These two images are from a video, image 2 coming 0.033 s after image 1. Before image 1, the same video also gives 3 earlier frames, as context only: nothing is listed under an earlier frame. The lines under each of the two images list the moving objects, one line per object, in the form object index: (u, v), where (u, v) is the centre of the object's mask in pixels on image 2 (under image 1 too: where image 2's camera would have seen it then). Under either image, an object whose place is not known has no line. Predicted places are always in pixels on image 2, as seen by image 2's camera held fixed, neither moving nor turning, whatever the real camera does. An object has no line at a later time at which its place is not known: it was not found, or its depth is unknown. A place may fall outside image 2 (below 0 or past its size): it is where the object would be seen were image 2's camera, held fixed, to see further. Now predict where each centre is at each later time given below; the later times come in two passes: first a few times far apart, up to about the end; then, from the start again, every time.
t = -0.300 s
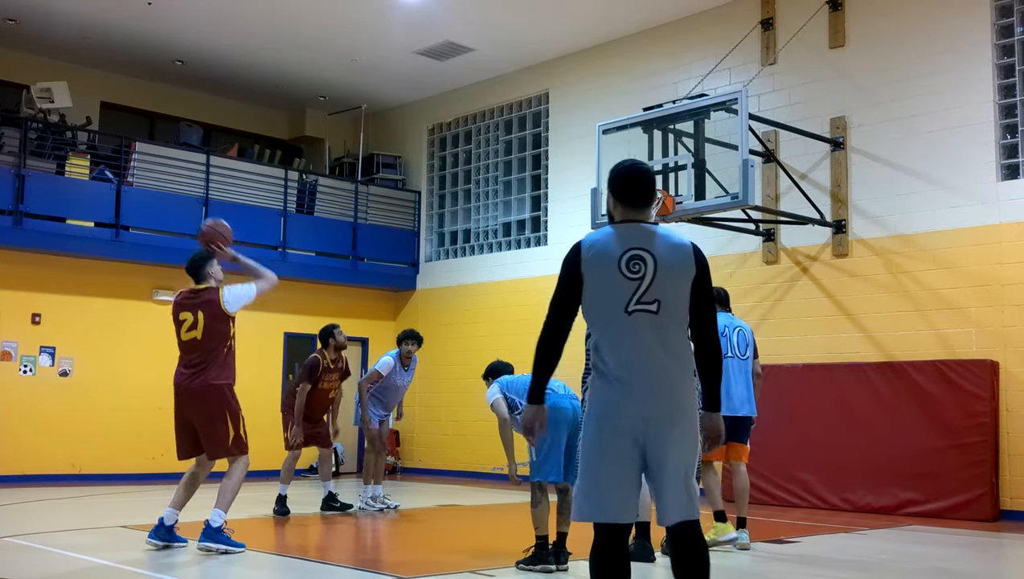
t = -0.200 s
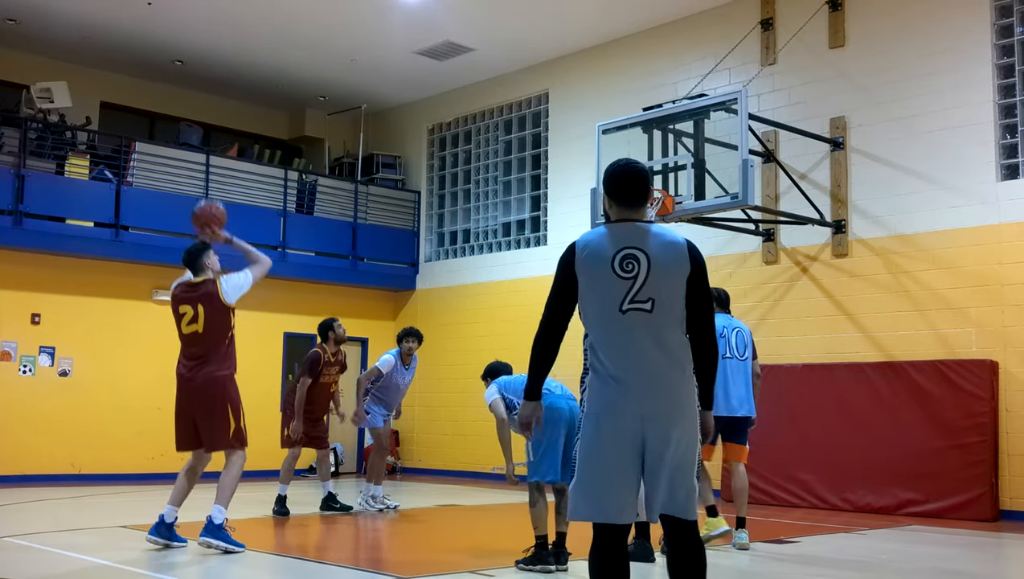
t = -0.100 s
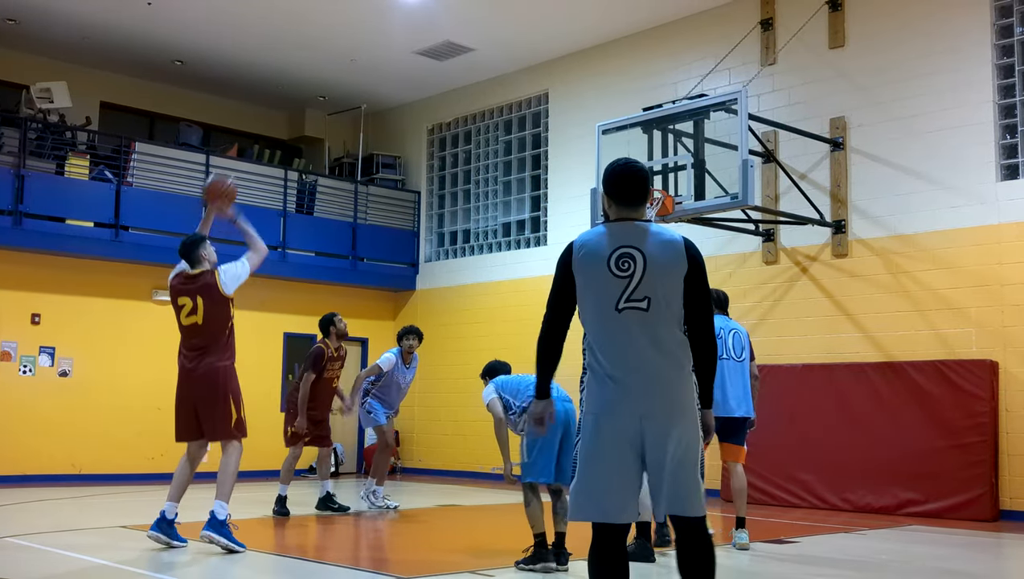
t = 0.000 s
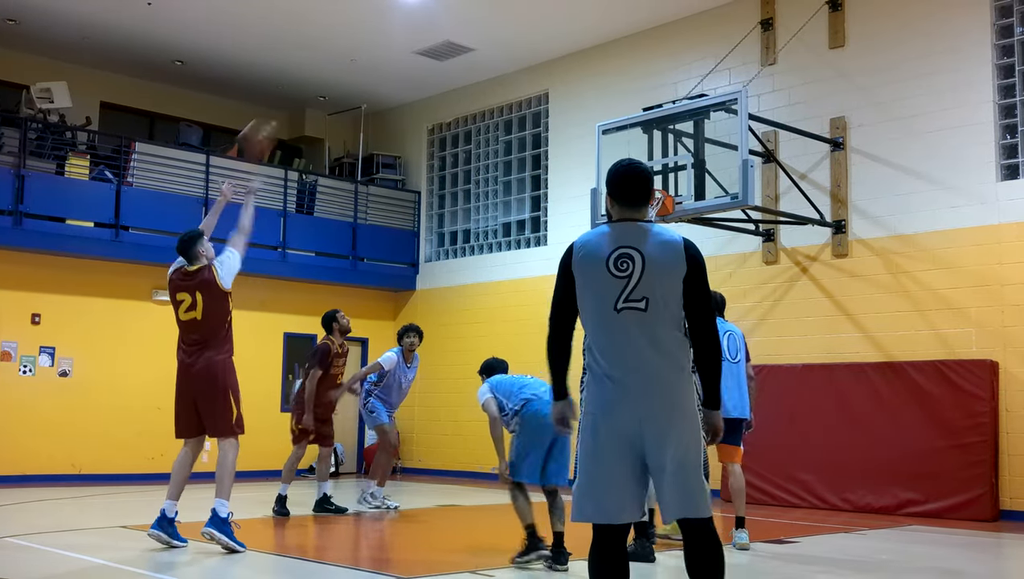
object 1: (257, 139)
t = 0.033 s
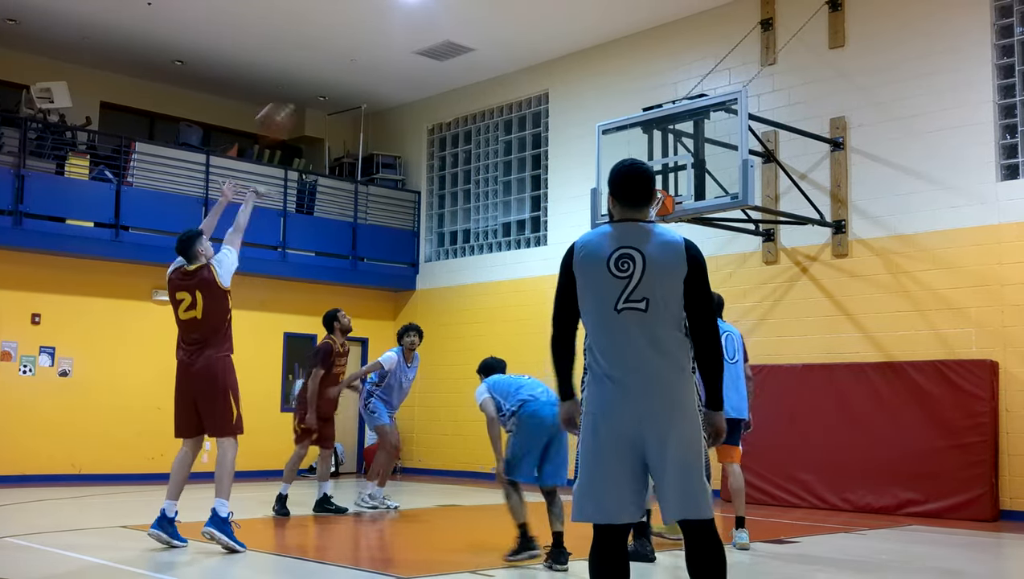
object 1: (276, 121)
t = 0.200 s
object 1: (356, 59)
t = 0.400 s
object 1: (441, 32)
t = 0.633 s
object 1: (526, 57)
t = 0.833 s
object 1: (589, 120)
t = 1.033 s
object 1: (640, 180)
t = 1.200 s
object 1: (653, 167)
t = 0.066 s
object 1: (292, 106)
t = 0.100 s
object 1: (307, 91)
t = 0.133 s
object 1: (324, 82)
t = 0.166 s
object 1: (343, 68)
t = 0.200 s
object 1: (356, 59)
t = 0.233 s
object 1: (372, 51)
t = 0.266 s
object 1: (386, 45)
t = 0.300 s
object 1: (400, 39)
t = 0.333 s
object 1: (414, 35)
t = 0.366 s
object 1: (428, 33)
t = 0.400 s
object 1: (441, 32)
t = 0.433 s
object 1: (454, 32)
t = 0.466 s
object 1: (466, 34)
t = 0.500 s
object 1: (479, 36)
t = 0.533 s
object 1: (491, 40)
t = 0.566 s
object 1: (503, 45)
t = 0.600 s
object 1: (514, 50)
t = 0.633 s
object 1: (526, 57)
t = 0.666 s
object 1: (537, 65)
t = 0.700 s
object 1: (546, 74)
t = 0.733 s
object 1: (558, 84)
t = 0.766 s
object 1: (568, 95)
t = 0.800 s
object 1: (579, 107)
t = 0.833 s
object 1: (589, 120)
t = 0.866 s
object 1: (601, 137)
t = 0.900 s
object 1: (610, 151)
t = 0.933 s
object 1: (620, 166)
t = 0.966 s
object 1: (628, 180)
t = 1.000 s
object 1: (633, 180)
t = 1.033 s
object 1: (640, 180)
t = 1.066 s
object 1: (644, 184)
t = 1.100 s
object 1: (649, 186)
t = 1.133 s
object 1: (651, 179)
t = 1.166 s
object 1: (652, 173)
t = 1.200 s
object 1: (653, 167)
